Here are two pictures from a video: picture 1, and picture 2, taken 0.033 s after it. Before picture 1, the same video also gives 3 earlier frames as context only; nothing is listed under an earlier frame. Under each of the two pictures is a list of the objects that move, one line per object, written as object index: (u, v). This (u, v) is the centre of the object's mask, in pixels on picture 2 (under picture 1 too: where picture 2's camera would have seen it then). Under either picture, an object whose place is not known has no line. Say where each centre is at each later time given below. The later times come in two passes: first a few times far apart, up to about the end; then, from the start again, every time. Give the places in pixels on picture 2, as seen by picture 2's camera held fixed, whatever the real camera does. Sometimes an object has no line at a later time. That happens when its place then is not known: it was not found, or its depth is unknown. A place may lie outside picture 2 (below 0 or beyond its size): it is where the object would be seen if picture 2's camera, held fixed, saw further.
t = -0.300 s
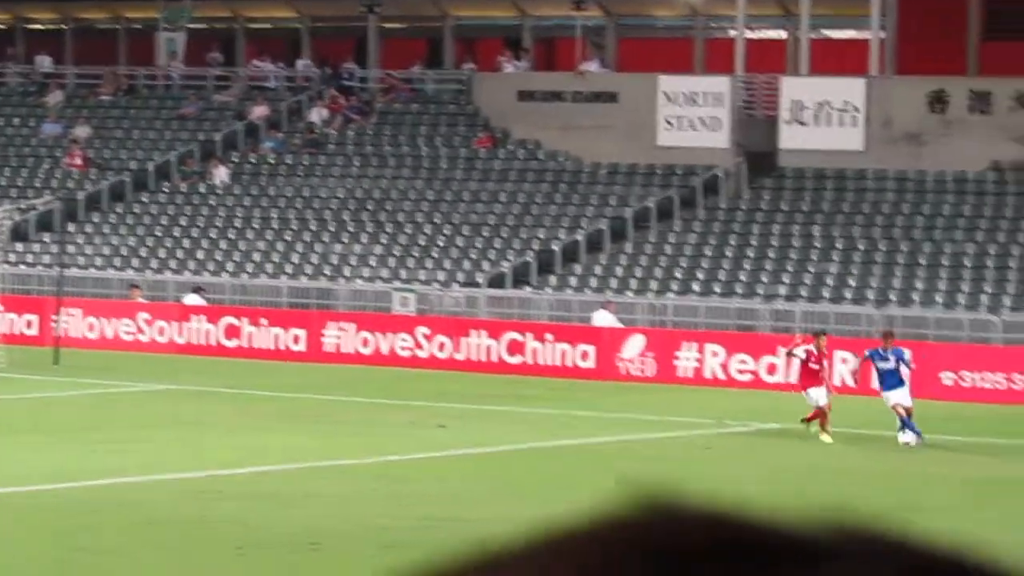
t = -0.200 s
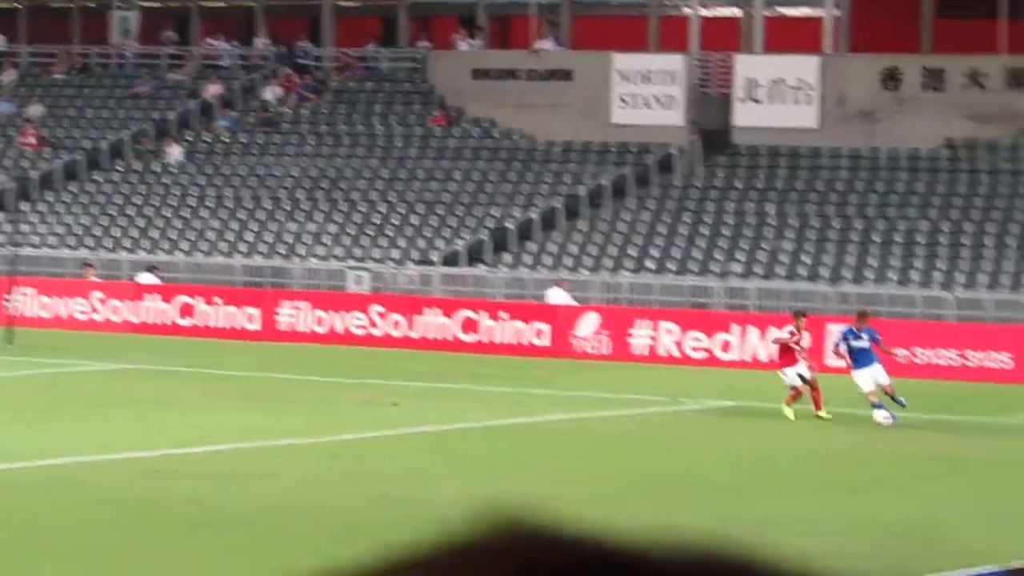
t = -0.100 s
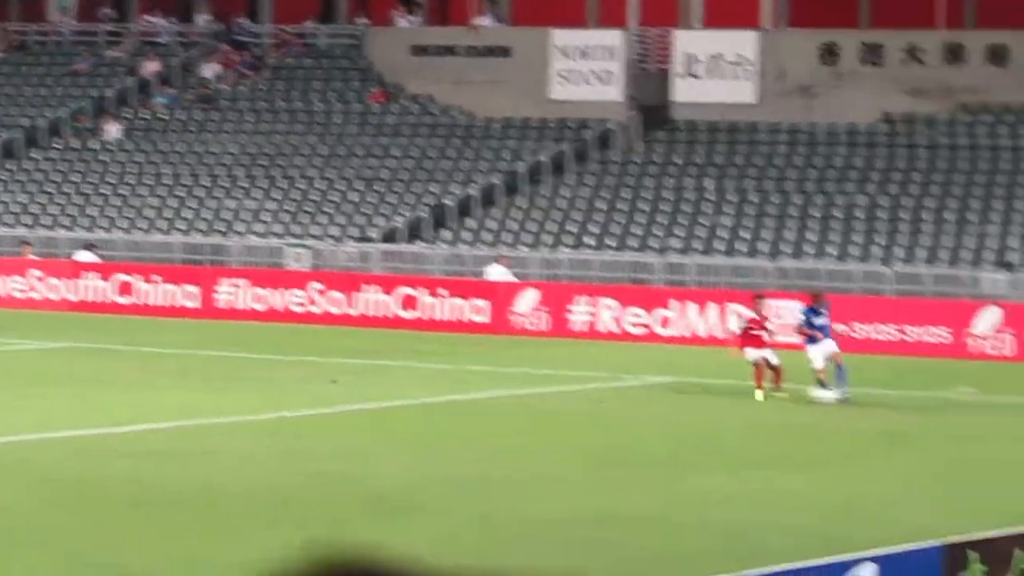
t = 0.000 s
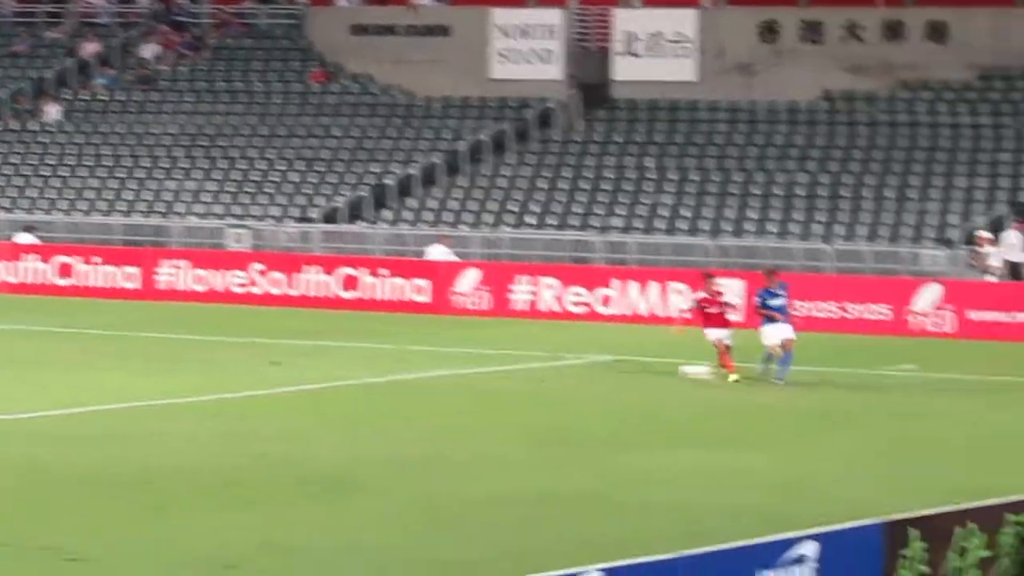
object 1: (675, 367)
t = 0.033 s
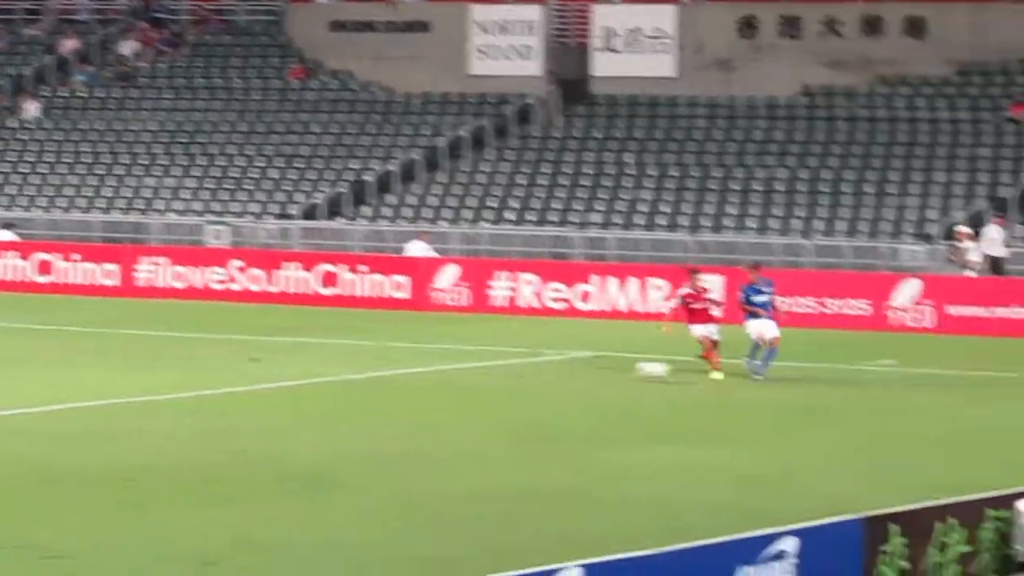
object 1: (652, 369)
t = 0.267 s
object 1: (499, 384)
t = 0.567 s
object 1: (334, 396)
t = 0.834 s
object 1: (212, 402)
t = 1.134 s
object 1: (73, 412)
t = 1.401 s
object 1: (-50, 419)
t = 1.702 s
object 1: (-190, 429)
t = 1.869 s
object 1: (-269, 435)
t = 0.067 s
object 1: (630, 372)
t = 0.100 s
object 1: (607, 376)
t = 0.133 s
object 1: (583, 380)
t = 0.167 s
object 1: (562, 382)
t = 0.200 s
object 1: (541, 382)
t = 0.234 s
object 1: (520, 382)
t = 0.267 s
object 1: (499, 384)
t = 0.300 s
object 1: (478, 386)
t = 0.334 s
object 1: (457, 389)
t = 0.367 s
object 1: (439, 390)
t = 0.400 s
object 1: (421, 390)
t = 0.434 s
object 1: (403, 390)
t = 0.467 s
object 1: (386, 390)
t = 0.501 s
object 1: (369, 392)
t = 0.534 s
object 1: (351, 394)
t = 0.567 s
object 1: (334, 396)
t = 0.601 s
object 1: (319, 396)
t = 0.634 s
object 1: (303, 397)
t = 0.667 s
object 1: (288, 397)
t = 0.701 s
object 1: (273, 399)
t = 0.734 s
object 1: (258, 401)
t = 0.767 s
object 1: (242, 400)
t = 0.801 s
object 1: (227, 400)
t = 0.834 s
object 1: (212, 402)
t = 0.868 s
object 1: (196, 403)
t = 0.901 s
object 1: (181, 406)
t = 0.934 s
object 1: (166, 406)
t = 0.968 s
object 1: (150, 407)
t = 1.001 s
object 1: (135, 408)
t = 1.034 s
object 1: (119, 409)
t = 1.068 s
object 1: (104, 411)
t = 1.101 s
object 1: (88, 411)
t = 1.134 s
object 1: (73, 412)
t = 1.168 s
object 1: (58, 413)
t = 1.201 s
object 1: (43, 414)
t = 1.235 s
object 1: (27, 414)
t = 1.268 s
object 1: (12, 415)
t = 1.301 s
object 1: (-4, 417)
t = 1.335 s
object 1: (-19, 418)
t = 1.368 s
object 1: (-35, 418)
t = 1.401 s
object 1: (-50, 419)
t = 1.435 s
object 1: (-66, 420)
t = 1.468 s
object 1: (-82, 422)
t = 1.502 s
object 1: (-97, 423)
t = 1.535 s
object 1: (-112, 423)
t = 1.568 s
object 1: (-128, 424)
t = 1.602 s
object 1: (-144, 425)
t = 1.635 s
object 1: (-159, 427)
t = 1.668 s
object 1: (-174, 427)
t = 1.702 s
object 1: (-190, 429)
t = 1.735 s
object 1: (-206, 430)
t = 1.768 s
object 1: (-222, 431)
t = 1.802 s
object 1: (-237, 432)
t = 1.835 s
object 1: (-253, 433)
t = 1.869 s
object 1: (-269, 435)
